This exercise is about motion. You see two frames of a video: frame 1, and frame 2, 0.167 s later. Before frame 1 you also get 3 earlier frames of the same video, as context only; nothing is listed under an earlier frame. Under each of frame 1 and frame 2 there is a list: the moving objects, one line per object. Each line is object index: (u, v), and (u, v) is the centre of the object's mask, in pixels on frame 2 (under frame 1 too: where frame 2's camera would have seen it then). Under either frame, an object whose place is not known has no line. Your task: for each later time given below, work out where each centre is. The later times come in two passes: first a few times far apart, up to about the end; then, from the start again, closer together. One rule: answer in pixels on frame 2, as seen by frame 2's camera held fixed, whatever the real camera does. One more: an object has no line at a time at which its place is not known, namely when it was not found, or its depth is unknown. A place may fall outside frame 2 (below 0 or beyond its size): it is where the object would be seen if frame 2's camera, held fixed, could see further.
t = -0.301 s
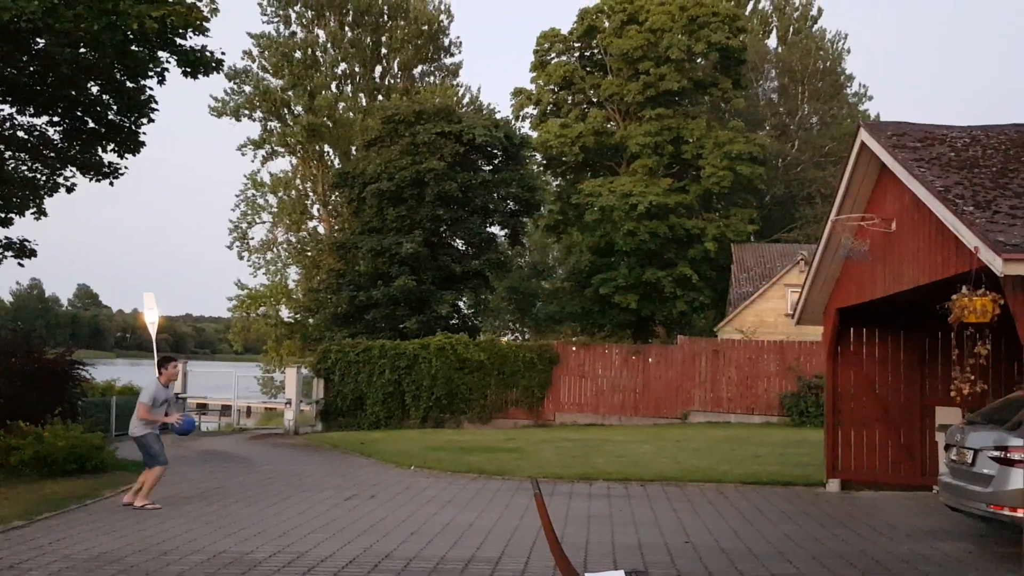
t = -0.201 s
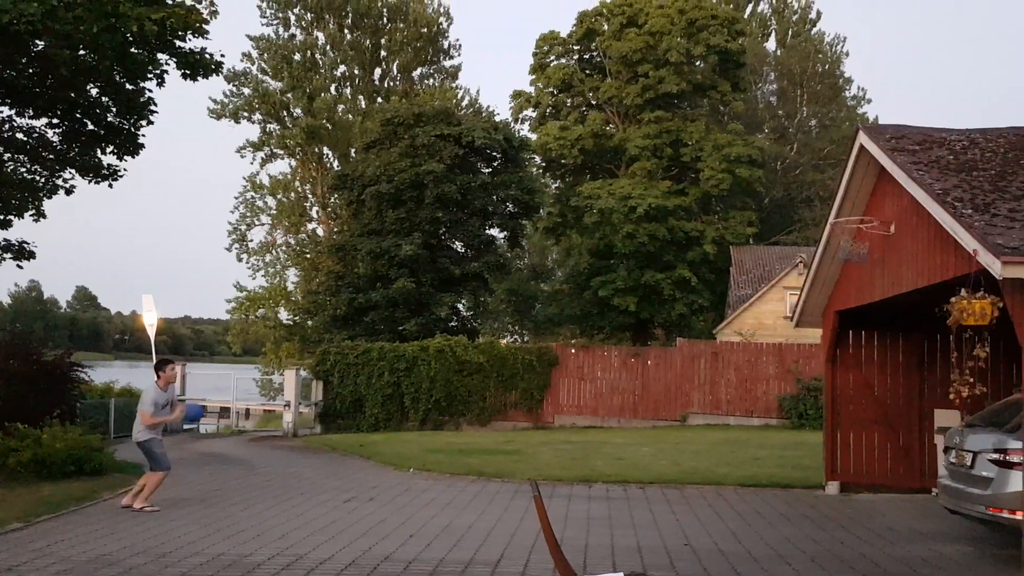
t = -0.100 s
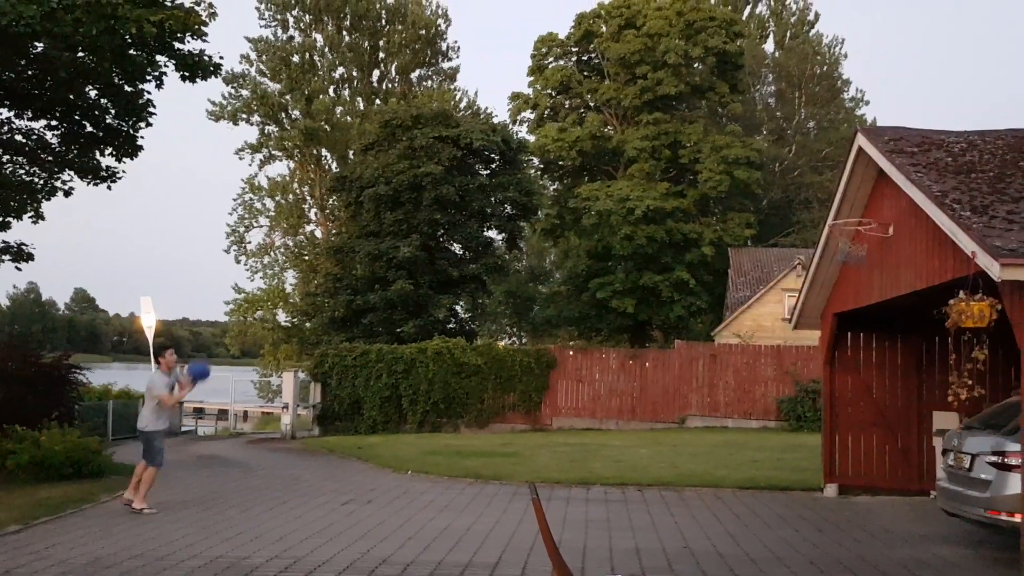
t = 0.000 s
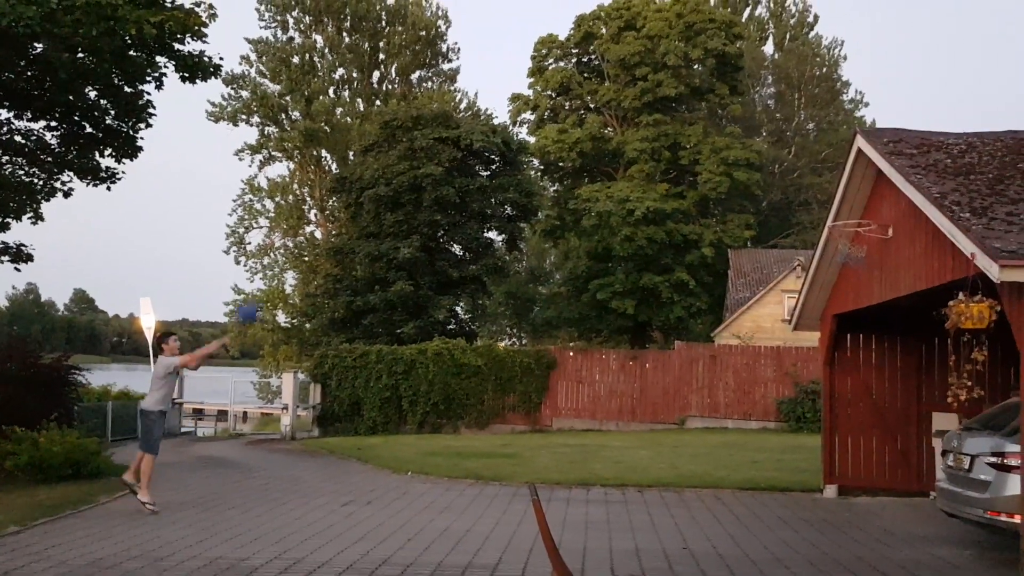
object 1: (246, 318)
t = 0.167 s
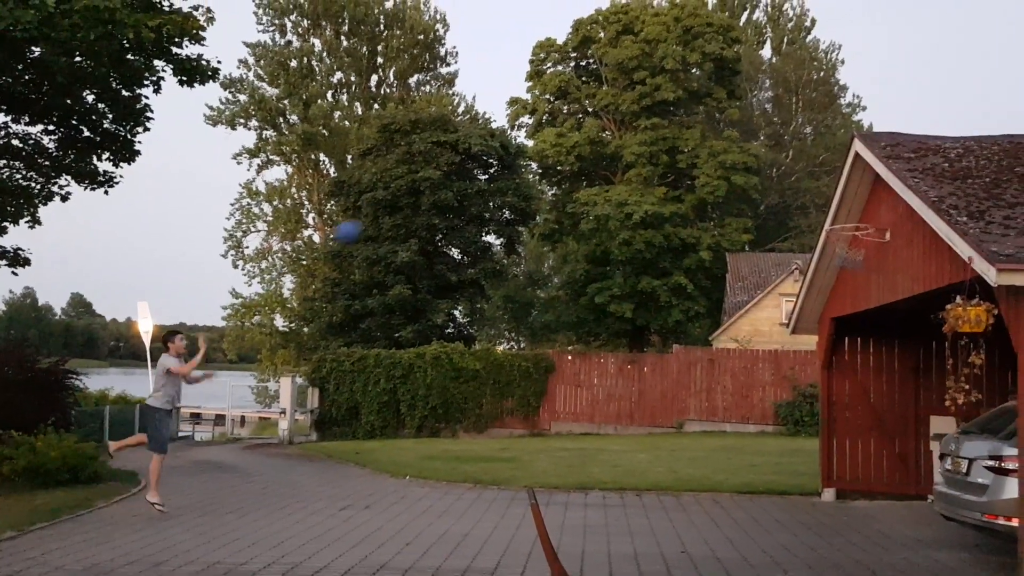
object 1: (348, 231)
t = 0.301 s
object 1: (427, 183)
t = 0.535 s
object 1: (564, 139)
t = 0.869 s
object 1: (757, 164)
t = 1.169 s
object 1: (855, 230)
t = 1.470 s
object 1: (815, 269)
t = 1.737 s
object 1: (779, 367)
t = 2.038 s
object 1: (741, 501)
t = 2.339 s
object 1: (718, 403)
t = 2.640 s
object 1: (694, 394)
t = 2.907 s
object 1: (672, 462)
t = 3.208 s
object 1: (640, 477)
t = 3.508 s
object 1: (600, 454)
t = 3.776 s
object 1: (564, 513)
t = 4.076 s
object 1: (522, 485)
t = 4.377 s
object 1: (479, 518)
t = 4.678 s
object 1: (432, 503)
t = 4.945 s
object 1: (389, 514)
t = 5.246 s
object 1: (338, 523)
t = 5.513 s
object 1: (293, 525)
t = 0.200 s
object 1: (368, 217)
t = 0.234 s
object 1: (387, 205)
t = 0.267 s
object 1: (407, 193)
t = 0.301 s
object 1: (427, 183)
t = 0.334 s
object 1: (447, 174)
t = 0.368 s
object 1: (467, 166)
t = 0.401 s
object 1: (485, 159)
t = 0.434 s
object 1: (506, 151)
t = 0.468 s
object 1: (526, 148)
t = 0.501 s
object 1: (545, 143)
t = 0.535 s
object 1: (564, 139)
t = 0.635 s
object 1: (621, 135)
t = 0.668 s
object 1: (640, 136)
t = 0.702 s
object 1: (660, 139)
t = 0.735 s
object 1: (679, 141)
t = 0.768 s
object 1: (698, 146)
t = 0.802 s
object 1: (718, 150)
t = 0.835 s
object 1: (738, 157)
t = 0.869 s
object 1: (757, 164)
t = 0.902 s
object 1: (775, 172)
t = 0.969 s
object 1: (814, 193)
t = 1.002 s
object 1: (833, 204)
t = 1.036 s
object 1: (851, 215)
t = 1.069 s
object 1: (860, 228)
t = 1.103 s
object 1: (844, 230)
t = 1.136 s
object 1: (844, 231)
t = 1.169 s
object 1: (855, 230)
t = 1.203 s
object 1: (860, 232)
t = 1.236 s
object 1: (853, 236)
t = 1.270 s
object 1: (846, 239)
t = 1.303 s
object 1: (839, 244)
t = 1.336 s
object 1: (832, 248)
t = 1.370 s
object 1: (827, 251)
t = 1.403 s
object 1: (823, 257)
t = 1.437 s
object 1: (819, 263)
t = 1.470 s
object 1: (815, 269)
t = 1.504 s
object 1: (810, 278)
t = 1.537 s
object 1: (805, 287)
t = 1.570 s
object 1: (801, 297)
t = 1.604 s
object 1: (797, 310)
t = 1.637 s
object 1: (792, 322)
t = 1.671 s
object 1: (787, 335)
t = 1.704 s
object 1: (783, 350)
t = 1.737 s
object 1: (779, 367)
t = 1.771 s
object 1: (774, 384)
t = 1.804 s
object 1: (769, 402)
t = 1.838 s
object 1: (765, 421)
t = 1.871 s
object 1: (761, 443)
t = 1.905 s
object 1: (757, 464)
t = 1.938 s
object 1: (752, 486)
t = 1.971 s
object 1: (748, 510)
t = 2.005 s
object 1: (745, 519)
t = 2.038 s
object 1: (741, 501)
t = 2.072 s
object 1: (739, 486)
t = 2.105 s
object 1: (737, 472)
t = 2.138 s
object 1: (735, 460)
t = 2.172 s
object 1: (732, 447)
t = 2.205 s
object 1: (730, 437)
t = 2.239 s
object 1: (726, 426)
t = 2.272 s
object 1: (724, 416)
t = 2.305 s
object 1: (721, 409)
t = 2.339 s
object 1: (718, 403)
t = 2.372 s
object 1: (716, 398)
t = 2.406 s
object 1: (713, 394)
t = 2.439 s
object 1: (711, 390)
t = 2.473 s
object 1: (708, 388)
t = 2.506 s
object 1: (705, 387)
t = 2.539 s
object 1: (702, 387)
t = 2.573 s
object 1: (700, 388)
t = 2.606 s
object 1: (697, 391)
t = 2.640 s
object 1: (694, 394)
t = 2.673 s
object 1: (692, 398)
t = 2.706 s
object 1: (689, 404)
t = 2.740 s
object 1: (686, 411)
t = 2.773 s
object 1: (683, 419)
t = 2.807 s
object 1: (681, 428)
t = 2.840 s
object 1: (678, 438)
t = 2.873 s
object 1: (675, 449)
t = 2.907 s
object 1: (672, 462)
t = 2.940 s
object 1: (669, 476)
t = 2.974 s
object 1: (667, 491)
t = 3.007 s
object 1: (664, 509)
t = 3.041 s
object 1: (662, 525)
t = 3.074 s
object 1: (657, 518)
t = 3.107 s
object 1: (654, 506)
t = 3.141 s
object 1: (648, 495)
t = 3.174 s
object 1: (644, 485)
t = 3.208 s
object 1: (640, 477)
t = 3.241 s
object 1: (636, 471)
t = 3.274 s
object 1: (631, 465)
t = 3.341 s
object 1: (622, 456)
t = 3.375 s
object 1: (618, 454)
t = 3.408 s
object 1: (613, 451)
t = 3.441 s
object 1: (608, 451)
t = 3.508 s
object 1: (600, 454)
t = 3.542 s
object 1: (595, 457)
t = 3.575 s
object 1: (591, 462)
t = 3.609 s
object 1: (586, 467)
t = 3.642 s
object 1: (581, 475)
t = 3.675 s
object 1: (577, 481)
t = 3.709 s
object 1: (572, 492)
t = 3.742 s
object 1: (568, 503)
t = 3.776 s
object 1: (564, 513)
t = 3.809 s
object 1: (558, 524)
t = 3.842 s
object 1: (554, 516)
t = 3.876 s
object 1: (551, 510)
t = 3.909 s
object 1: (547, 504)
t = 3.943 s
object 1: (543, 497)
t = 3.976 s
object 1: (539, 492)
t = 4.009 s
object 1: (531, 489)
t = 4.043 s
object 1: (526, 486)
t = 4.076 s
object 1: (522, 485)
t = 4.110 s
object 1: (517, 485)
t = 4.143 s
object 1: (513, 485)
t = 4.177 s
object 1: (508, 486)
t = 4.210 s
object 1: (502, 490)
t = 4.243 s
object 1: (497, 493)
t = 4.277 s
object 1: (492, 499)
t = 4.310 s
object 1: (487, 505)
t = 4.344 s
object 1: (483, 511)
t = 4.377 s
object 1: (479, 518)
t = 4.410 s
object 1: (474, 525)
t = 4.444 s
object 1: (469, 517)
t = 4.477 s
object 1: (464, 511)
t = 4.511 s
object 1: (458, 509)
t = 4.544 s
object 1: (452, 506)
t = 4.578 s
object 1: (447, 503)
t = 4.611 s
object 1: (442, 502)
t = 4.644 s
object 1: (437, 502)
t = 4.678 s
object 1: (432, 503)
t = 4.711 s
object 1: (426, 504)
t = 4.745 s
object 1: (421, 508)
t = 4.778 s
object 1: (416, 512)
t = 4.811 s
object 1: (411, 515)
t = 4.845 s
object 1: (405, 522)
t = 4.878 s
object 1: (400, 524)
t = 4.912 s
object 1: (394, 518)
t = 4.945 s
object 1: (389, 514)
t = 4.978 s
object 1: (384, 511)
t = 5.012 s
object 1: (377, 511)
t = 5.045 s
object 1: (372, 511)
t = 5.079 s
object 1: (367, 511)
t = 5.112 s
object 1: (361, 513)
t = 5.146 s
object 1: (355, 515)
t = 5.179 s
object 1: (350, 519)
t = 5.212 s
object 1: (343, 525)
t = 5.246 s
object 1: (338, 523)
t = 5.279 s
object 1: (333, 518)
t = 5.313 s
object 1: (328, 516)
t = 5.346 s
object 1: (323, 514)
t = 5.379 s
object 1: (317, 514)
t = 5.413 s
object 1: (311, 515)
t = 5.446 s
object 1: (306, 517)
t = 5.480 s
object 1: (299, 520)
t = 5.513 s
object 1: (293, 525)
